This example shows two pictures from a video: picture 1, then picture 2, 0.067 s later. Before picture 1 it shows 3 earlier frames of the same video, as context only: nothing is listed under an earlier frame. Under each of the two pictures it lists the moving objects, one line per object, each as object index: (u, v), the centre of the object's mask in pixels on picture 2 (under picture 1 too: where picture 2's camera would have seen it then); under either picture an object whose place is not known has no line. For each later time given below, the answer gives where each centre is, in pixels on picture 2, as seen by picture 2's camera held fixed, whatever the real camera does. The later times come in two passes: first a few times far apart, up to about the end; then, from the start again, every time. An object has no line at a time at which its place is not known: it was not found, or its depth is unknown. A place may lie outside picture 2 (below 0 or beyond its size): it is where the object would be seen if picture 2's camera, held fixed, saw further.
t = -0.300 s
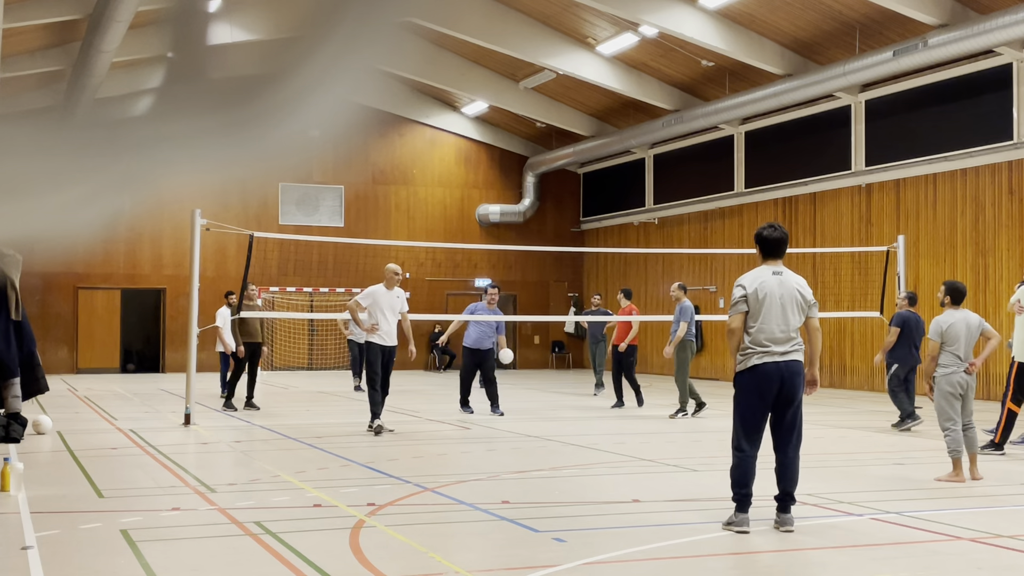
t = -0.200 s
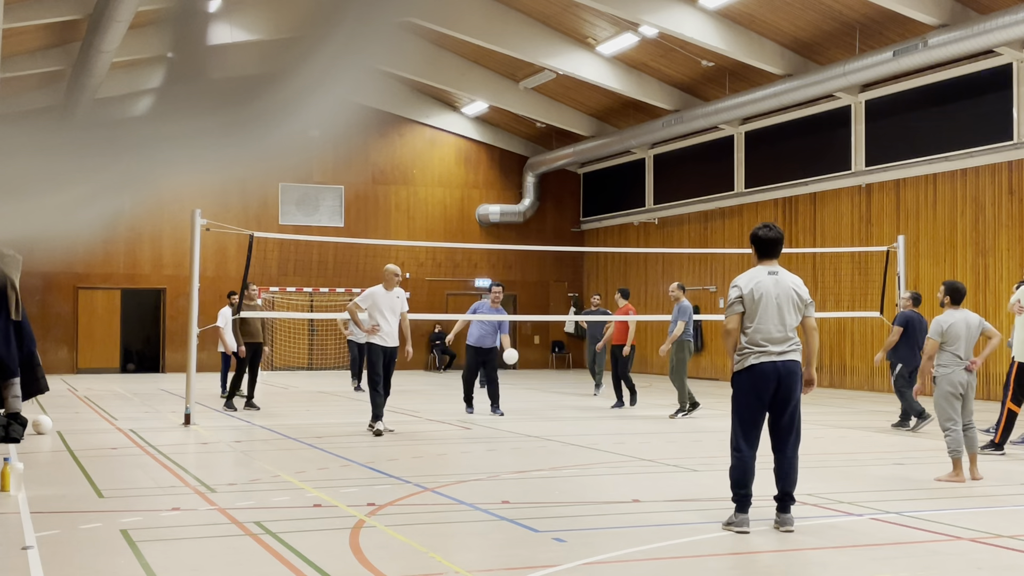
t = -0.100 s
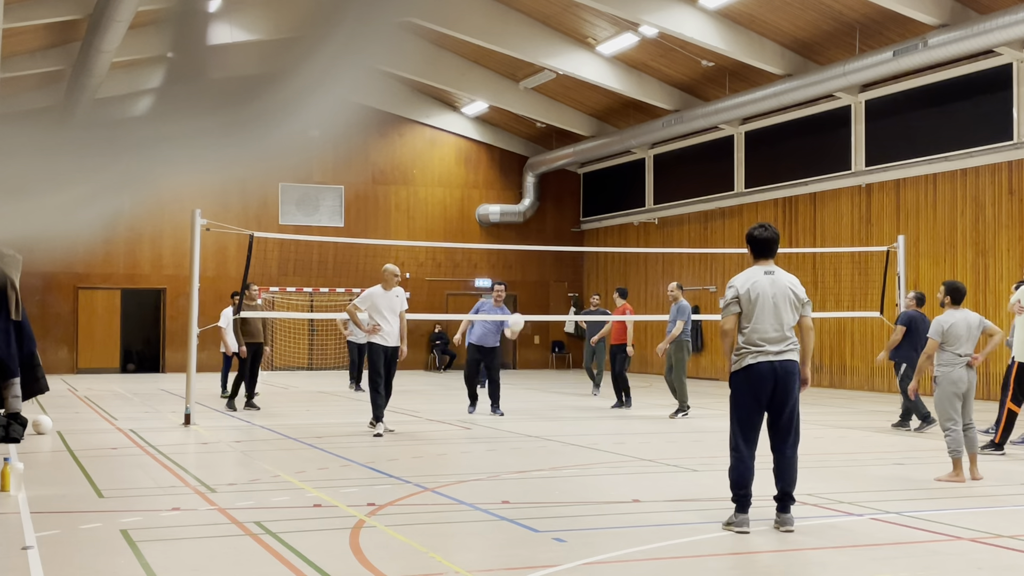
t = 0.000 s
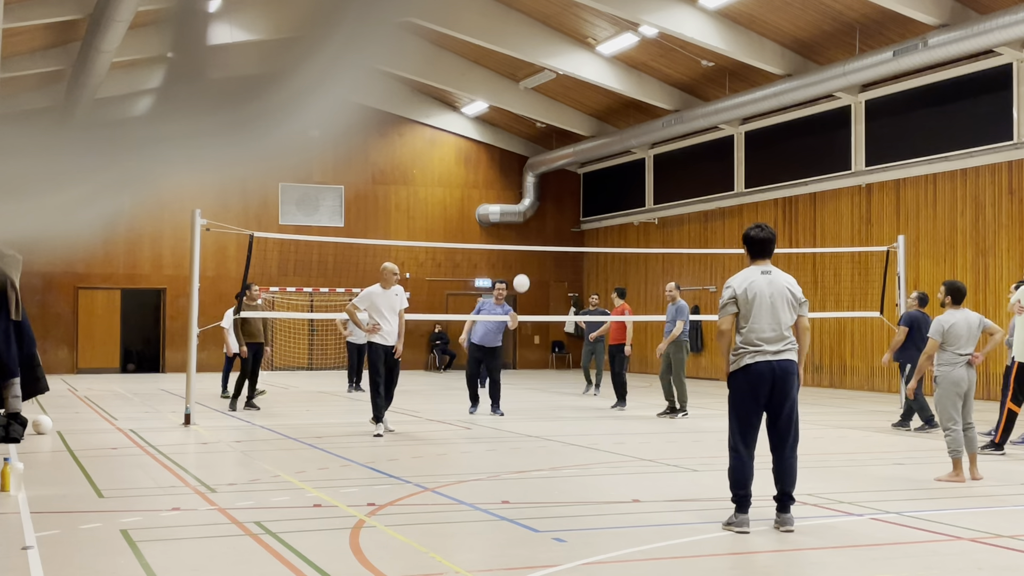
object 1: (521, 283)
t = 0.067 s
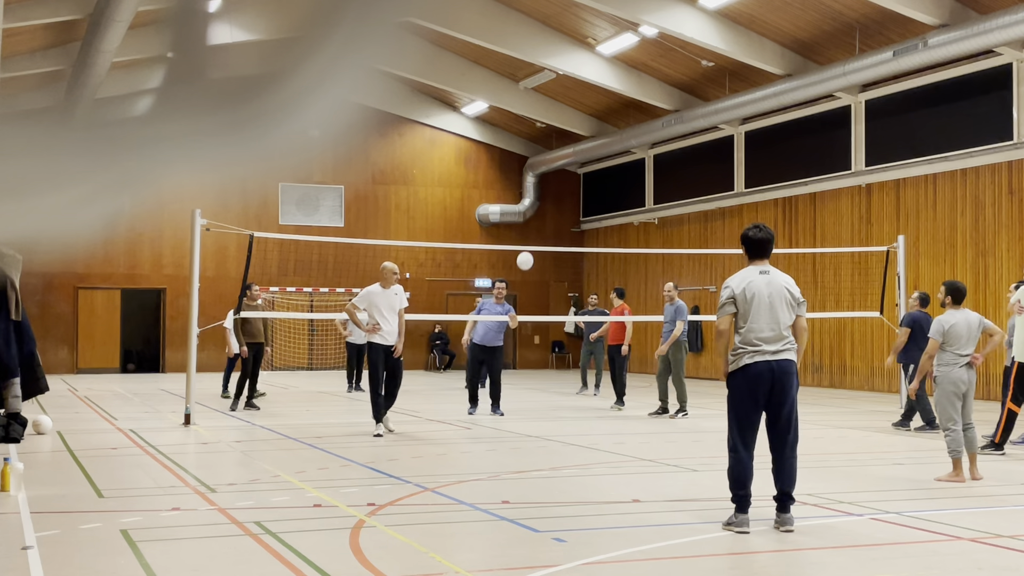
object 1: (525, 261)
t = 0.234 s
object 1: (535, 219)
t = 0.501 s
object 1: (550, 198)
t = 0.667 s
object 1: (561, 218)
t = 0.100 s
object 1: (527, 250)
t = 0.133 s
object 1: (529, 241)
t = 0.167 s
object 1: (531, 233)
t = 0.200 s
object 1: (533, 226)
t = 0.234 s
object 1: (535, 219)
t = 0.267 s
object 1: (537, 213)
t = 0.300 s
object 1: (538, 208)
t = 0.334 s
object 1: (540, 205)
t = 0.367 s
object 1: (542, 202)
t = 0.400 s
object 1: (544, 199)
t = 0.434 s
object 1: (546, 198)
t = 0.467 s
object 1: (548, 197)
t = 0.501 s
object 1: (550, 198)
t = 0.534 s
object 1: (552, 199)
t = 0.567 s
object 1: (554, 202)
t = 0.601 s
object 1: (557, 206)
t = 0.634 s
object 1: (559, 212)
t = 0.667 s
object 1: (561, 218)
